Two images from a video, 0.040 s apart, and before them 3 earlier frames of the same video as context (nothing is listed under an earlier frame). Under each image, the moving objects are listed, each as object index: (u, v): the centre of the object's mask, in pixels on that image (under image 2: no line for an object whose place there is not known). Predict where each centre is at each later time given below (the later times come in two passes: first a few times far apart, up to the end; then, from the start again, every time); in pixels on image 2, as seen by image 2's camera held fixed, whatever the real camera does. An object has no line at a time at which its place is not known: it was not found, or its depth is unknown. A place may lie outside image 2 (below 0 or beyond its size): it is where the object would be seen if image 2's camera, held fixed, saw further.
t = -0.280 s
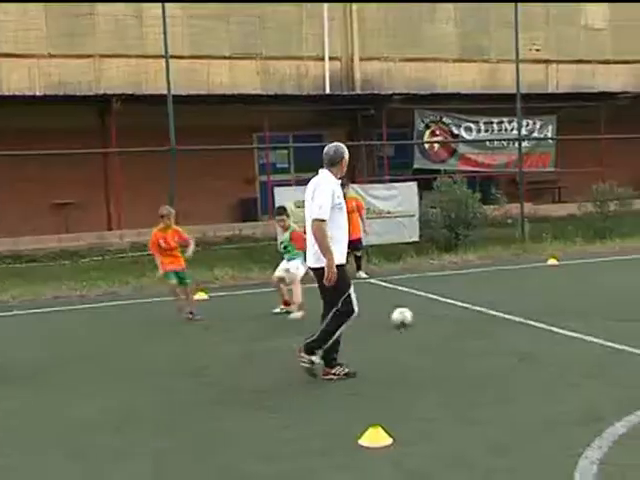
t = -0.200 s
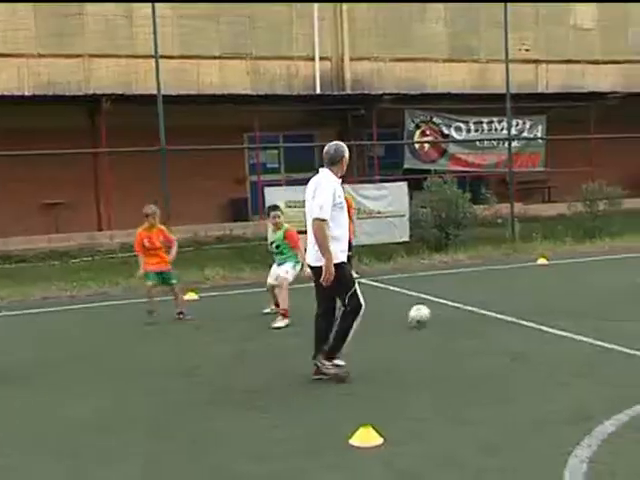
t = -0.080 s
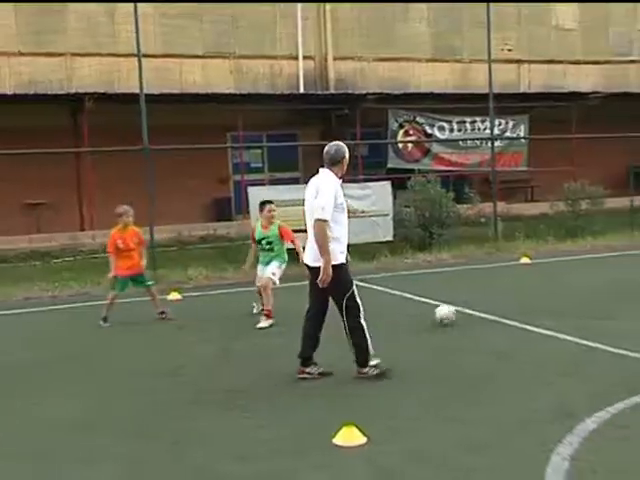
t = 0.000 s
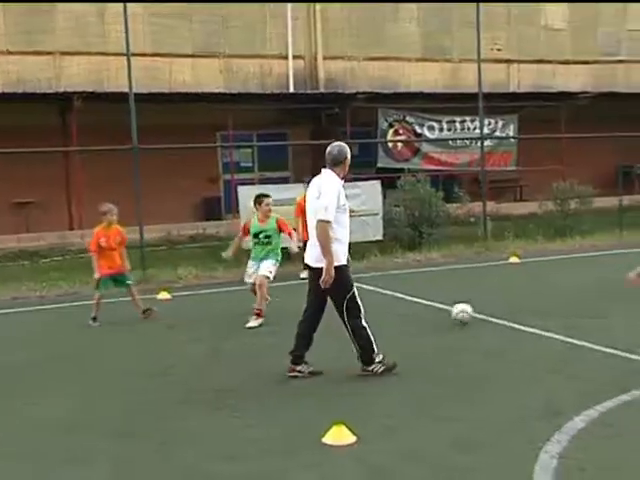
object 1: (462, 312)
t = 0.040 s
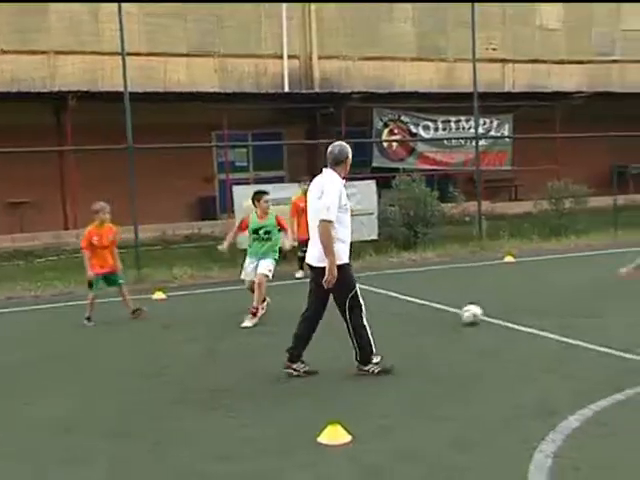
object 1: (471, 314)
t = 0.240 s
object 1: (539, 312)
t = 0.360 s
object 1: (580, 312)
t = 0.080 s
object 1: (485, 312)
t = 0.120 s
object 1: (498, 310)
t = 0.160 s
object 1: (512, 312)
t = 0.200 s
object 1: (525, 313)
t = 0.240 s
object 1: (539, 312)
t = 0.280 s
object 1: (553, 312)
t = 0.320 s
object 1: (566, 313)
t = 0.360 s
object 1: (580, 312)
